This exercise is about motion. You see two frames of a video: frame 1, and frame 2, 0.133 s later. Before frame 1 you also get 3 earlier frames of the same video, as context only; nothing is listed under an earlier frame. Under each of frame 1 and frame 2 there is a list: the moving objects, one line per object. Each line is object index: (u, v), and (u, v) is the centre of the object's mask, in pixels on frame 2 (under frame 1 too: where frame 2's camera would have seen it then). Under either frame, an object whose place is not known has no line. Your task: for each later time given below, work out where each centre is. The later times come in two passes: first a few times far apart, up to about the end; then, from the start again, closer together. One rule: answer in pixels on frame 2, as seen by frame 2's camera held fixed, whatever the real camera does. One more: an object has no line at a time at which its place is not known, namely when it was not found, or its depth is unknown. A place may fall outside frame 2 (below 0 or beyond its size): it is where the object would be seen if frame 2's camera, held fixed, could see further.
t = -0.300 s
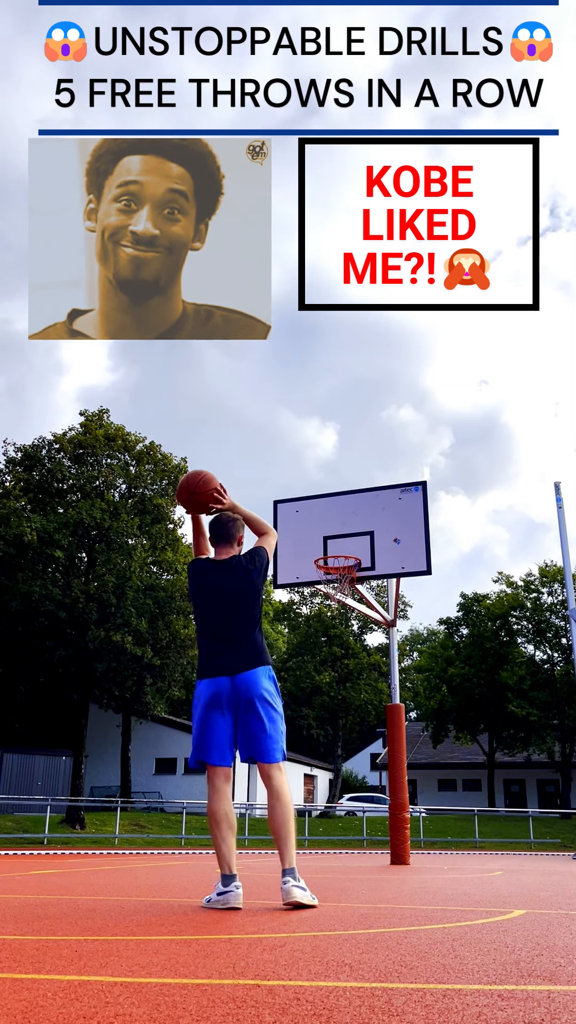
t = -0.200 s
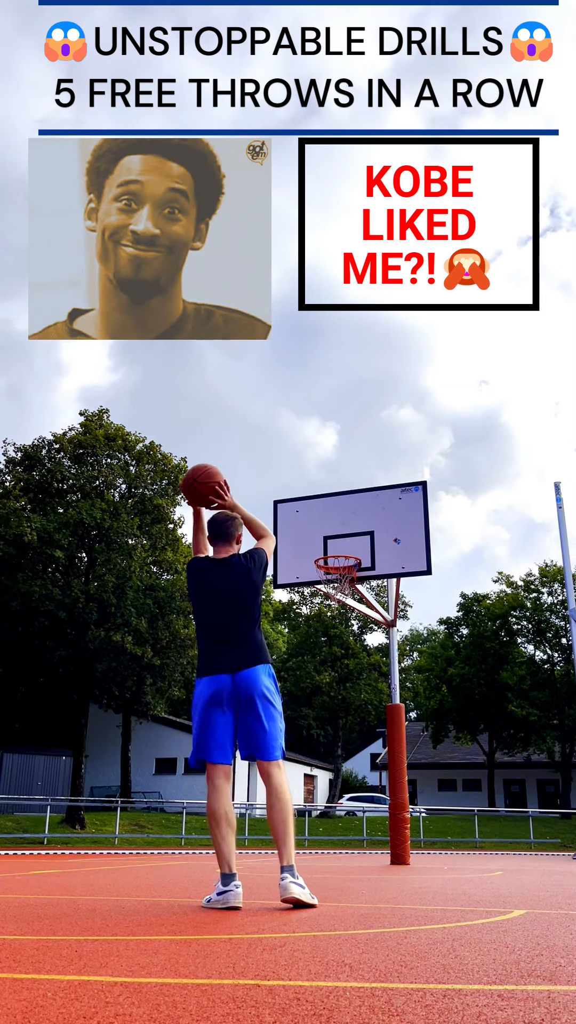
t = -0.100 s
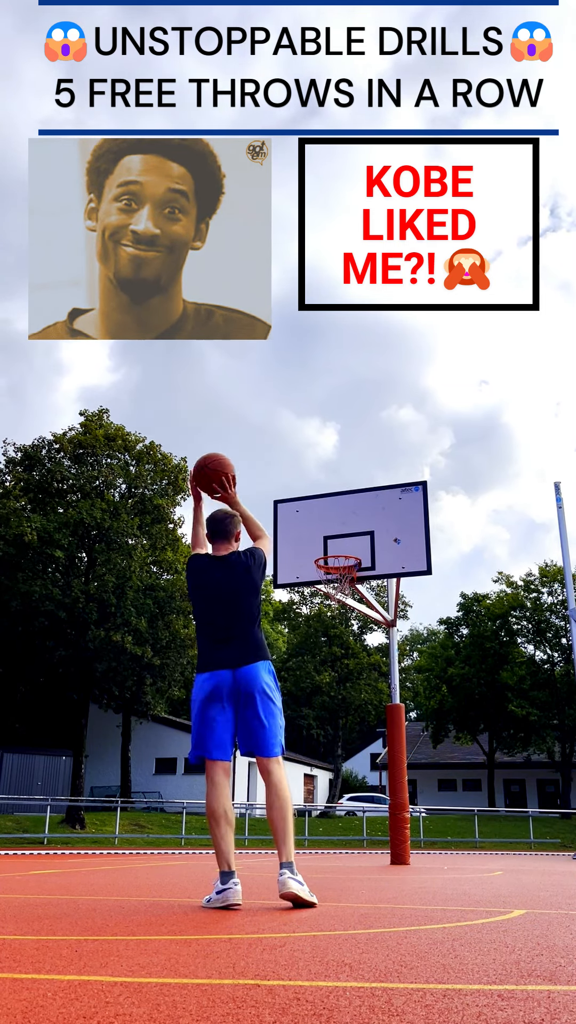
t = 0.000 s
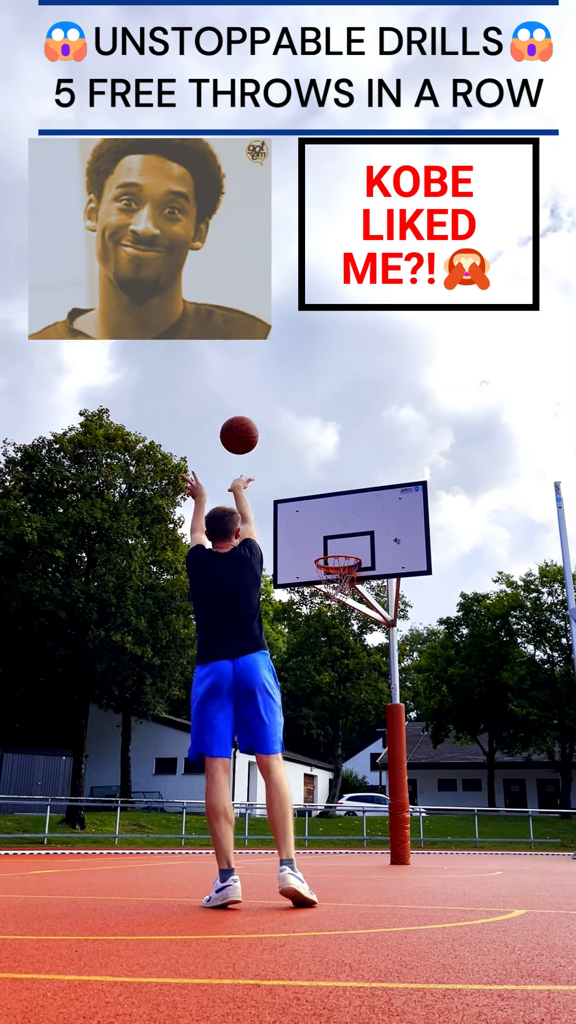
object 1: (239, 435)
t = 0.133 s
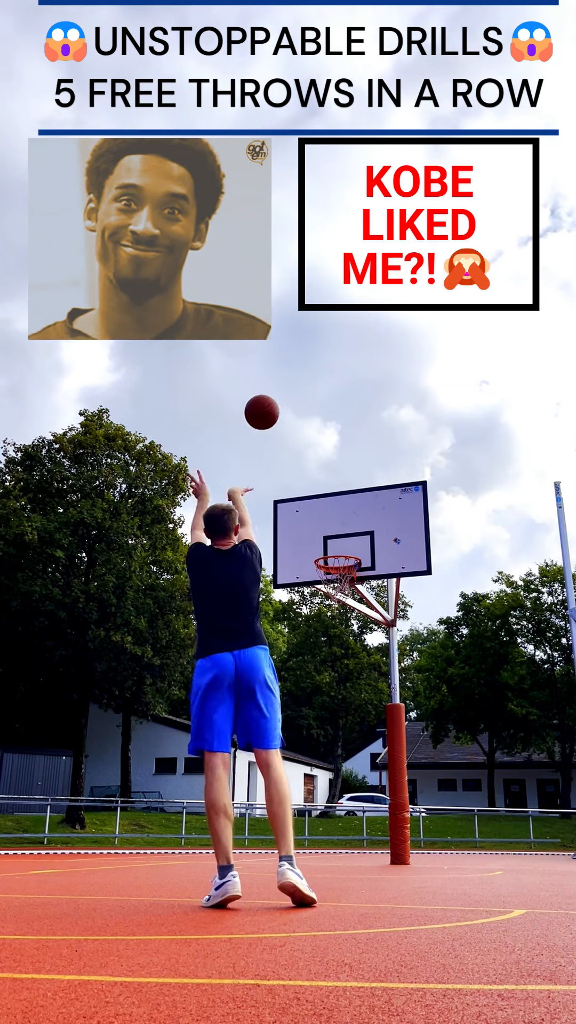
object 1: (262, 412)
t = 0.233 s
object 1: (280, 405)
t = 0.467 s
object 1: (307, 426)
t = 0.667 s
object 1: (324, 468)
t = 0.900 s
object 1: (340, 541)
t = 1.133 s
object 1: (319, 577)
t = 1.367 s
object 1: (332, 588)
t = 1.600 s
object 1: (361, 608)
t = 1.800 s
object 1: (385, 652)
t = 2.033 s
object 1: (419, 753)
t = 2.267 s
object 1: (450, 836)
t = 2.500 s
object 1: (466, 755)
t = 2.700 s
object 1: (480, 722)
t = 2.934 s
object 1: (498, 720)
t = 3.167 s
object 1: (518, 760)
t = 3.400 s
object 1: (542, 845)
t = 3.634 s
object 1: (552, 803)
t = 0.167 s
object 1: (268, 408)
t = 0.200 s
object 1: (274, 406)
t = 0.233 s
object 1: (280, 405)
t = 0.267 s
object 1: (282, 406)
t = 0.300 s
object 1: (287, 407)
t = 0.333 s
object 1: (292, 410)
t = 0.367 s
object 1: (297, 413)
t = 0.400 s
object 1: (299, 415)
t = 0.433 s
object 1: (303, 420)
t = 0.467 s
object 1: (307, 426)
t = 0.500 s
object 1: (309, 430)
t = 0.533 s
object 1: (312, 437)
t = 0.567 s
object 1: (316, 445)
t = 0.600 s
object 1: (319, 454)
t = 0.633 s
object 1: (321, 458)
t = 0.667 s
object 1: (324, 468)
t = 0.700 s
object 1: (327, 479)
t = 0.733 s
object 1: (328, 484)
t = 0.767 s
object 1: (331, 496)
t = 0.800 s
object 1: (334, 508)
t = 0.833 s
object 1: (336, 520)
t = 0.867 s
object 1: (338, 527)
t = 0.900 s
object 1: (340, 541)
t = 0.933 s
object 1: (342, 554)
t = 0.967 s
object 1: (341, 565)
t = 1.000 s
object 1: (337, 571)
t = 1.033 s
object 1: (331, 584)
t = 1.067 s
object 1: (324, 584)
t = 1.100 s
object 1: (322, 583)
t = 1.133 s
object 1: (319, 577)
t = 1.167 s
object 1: (318, 573)
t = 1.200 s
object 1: (319, 575)
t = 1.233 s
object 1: (321, 576)
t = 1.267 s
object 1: (323, 579)
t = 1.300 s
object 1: (325, 584)
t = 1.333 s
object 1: (327, 586)
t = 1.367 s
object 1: (332, 588)
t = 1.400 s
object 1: (337, 590)
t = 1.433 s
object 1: (342, 594)
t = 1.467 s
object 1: (344, 596)
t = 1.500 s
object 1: (349, 598)
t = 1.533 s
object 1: (354, 600)
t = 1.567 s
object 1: (356, 603)
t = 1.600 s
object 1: (361, 608)
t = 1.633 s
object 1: (365, 615)
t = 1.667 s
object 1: (370, 623)
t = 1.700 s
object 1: (373, 627)
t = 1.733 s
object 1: (378, 636)
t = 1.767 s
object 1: (382, 646)
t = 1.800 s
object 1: (385, 652)
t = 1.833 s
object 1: (389, 664)
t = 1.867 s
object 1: (395, 677)
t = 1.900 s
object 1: (401, 692)
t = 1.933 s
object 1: (403, 700)
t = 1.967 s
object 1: (409, 716)
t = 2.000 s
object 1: (414, 733)
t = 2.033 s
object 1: (419, 753)
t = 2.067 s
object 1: (422, 763)
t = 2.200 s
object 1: (443, 843)
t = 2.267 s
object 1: (450, 836)
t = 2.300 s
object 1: (452, 828)
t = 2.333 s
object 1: (454, 811)
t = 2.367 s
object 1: (457, 797)
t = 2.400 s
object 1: (458, 789)
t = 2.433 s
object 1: (461, 777)
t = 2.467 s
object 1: (464, 765)
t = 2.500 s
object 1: (466, 755)
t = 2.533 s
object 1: (468, 750)
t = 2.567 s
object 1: (470, 742)
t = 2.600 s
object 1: (473, 735)
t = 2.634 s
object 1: (474, 732)
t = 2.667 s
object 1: (477, 726)
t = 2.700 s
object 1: (480, 722)
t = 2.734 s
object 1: (482, 719)
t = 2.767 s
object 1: (483, 719)
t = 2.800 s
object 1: (488, 716)
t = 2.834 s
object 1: (490, 717)
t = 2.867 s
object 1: (493, 717)
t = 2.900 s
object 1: (494, 718)
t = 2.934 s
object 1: (498, 720)
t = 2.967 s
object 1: (501, 724)
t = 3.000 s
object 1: (503, 726)
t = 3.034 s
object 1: (506, 732)
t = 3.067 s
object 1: (510, 738)
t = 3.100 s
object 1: (511, 742)
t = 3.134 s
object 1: (515, 751)
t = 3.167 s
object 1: (518, 760)
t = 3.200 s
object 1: (522, 771)
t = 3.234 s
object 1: (524, 777)
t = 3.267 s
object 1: (527, 789)
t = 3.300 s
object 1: (532, 804)
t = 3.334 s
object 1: (534, 811)
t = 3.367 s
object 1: (538, 827)
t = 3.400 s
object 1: (542, 845)
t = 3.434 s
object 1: (546, 859)
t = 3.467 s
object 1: (547, 852)
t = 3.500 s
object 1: (547, 839)
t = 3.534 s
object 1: (549, 827)
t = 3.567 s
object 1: (550, 817)
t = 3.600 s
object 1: (550, 812)
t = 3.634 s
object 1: (552, 803)
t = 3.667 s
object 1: (553, 796)
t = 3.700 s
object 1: (553, 793)
